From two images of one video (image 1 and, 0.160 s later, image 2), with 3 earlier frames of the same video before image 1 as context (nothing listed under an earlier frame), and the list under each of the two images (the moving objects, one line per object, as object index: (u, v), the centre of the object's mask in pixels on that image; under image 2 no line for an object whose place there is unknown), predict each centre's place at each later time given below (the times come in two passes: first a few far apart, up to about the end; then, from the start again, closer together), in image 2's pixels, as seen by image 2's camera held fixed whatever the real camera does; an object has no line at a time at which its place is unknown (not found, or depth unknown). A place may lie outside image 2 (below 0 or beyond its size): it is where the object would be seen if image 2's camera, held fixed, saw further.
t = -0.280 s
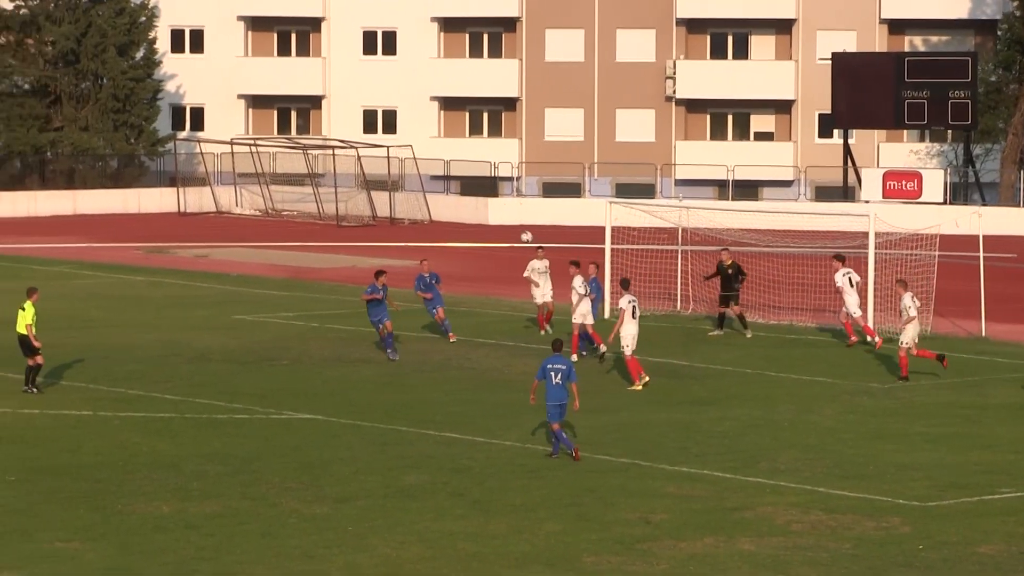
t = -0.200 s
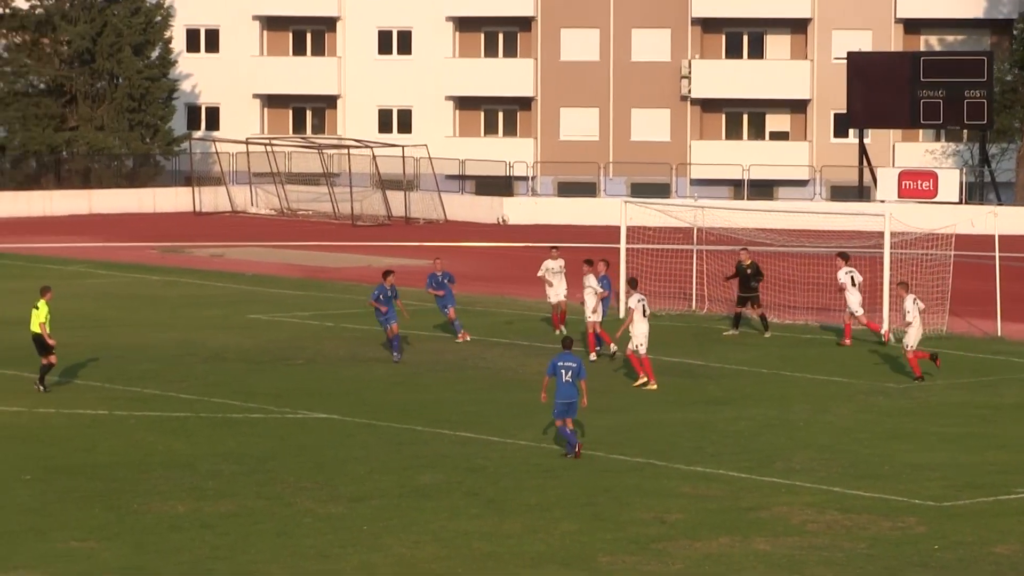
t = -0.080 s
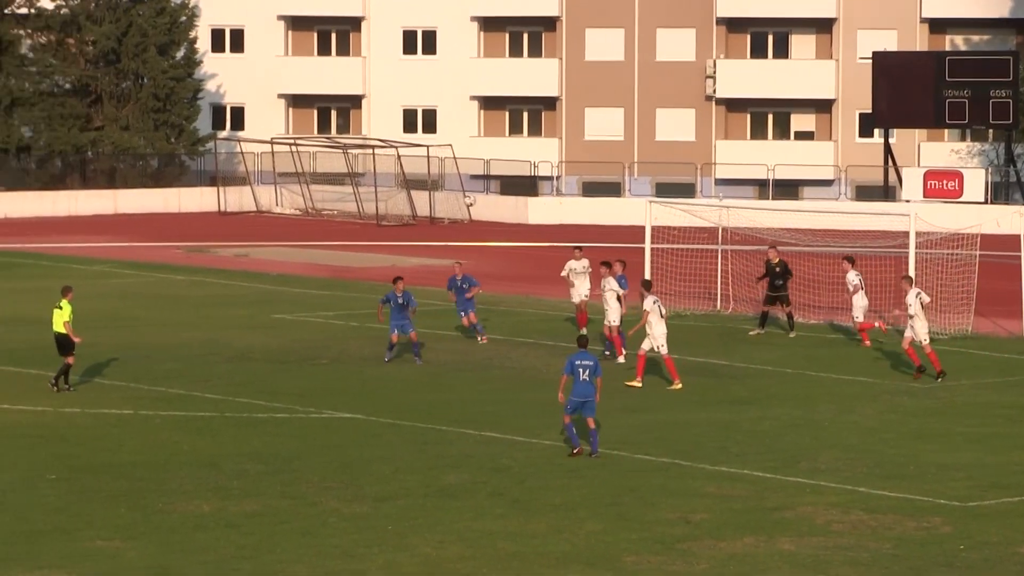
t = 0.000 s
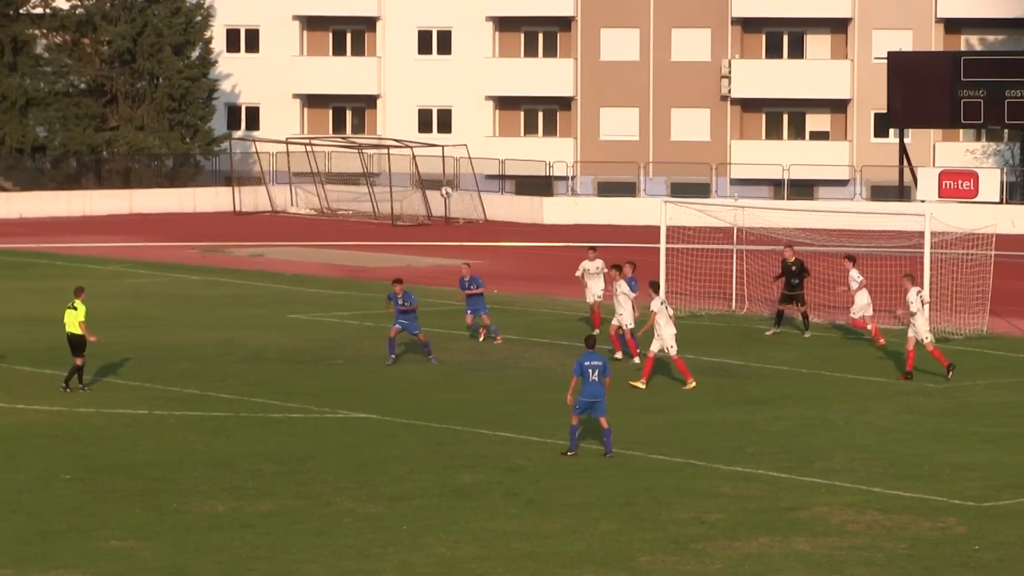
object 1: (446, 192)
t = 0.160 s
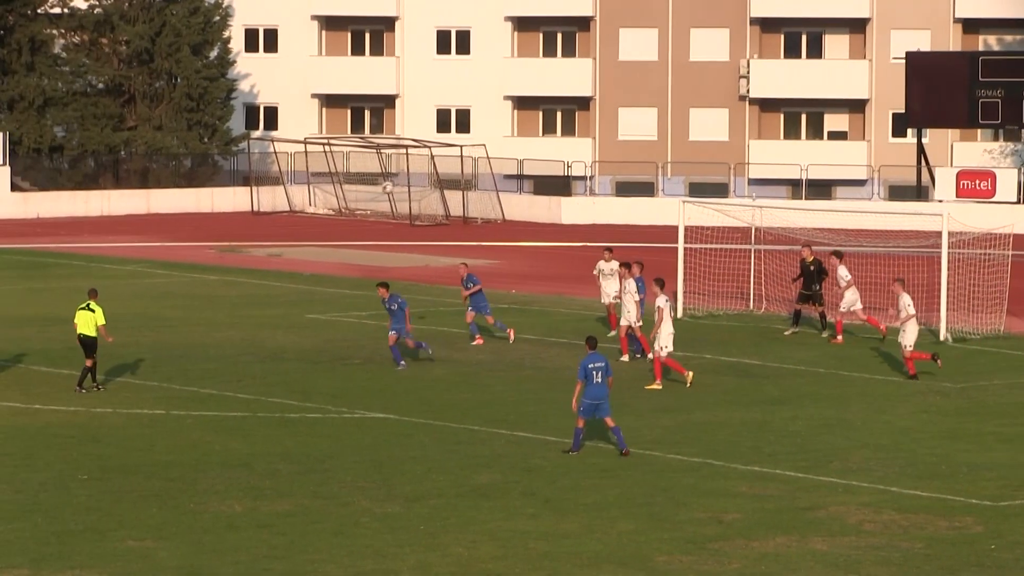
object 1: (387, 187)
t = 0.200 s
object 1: (368, 189)
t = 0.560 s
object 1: (197, 240)
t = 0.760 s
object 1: (101, 301)
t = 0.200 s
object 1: (368, 189)
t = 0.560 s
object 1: (197, 240)
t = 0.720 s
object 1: (121, 287)
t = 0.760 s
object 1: (101, 301)
